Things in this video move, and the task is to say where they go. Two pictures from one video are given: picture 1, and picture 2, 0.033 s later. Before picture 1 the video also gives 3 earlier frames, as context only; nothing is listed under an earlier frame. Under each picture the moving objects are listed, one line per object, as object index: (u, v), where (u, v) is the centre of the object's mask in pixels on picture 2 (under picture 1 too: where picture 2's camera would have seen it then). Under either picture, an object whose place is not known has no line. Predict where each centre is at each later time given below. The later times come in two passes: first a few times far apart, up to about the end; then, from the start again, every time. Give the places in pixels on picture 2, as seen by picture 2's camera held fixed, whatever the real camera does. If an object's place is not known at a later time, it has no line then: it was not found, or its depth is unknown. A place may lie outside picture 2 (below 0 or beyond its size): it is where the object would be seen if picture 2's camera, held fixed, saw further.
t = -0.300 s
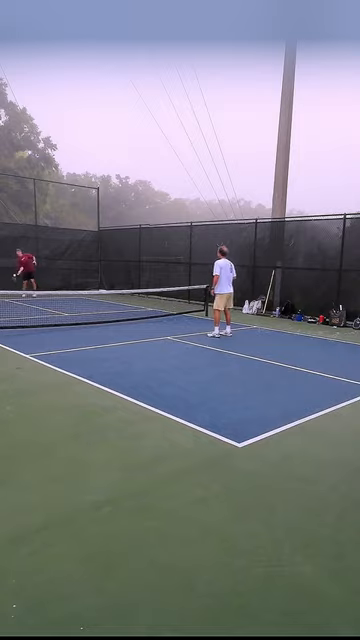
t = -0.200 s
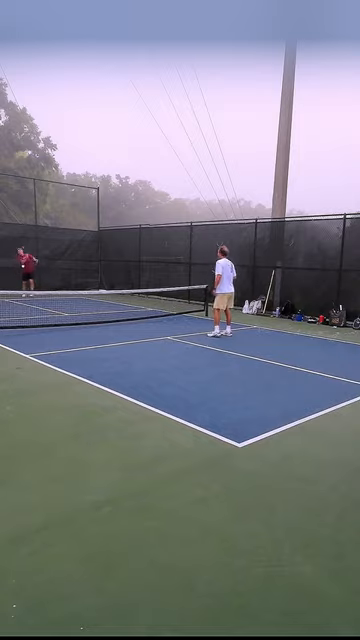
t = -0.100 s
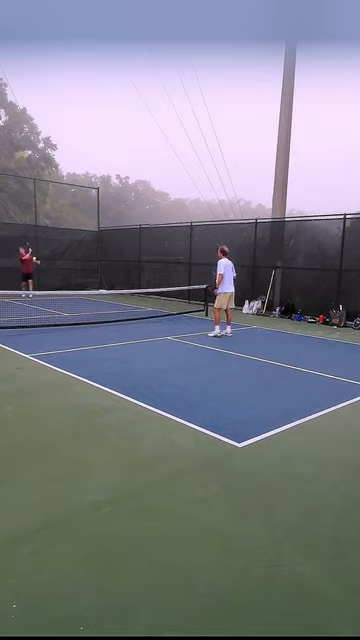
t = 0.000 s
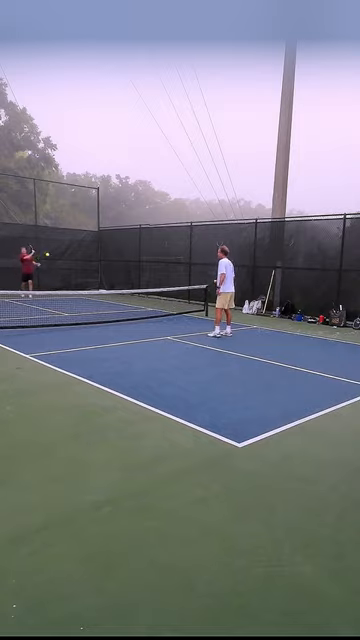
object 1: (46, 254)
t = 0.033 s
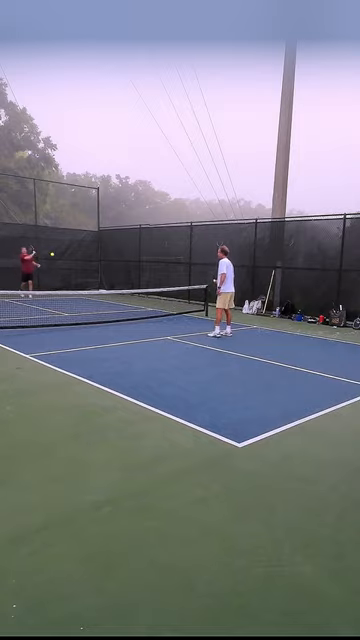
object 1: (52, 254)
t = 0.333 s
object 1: (109, 290)
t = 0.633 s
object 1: (206, 375)
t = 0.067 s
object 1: (57, 254)
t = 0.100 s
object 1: (62, 256)
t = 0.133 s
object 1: (68, 258)
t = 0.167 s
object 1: (74, 260)
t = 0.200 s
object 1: (80, 264)
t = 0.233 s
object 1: (87, 269)
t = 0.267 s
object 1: (94, 275)
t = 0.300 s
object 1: (102, 282)
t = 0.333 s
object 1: (109, 290)
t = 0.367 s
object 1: (118, 301)
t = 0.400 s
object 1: (128, 312)
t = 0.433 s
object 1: (137, 325)
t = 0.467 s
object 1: (148, 341)
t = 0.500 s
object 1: (159, 358)
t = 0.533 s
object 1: (171, 379)
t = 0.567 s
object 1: (182, 380)
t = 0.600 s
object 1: (193, 377)
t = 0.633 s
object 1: (206, 375)
